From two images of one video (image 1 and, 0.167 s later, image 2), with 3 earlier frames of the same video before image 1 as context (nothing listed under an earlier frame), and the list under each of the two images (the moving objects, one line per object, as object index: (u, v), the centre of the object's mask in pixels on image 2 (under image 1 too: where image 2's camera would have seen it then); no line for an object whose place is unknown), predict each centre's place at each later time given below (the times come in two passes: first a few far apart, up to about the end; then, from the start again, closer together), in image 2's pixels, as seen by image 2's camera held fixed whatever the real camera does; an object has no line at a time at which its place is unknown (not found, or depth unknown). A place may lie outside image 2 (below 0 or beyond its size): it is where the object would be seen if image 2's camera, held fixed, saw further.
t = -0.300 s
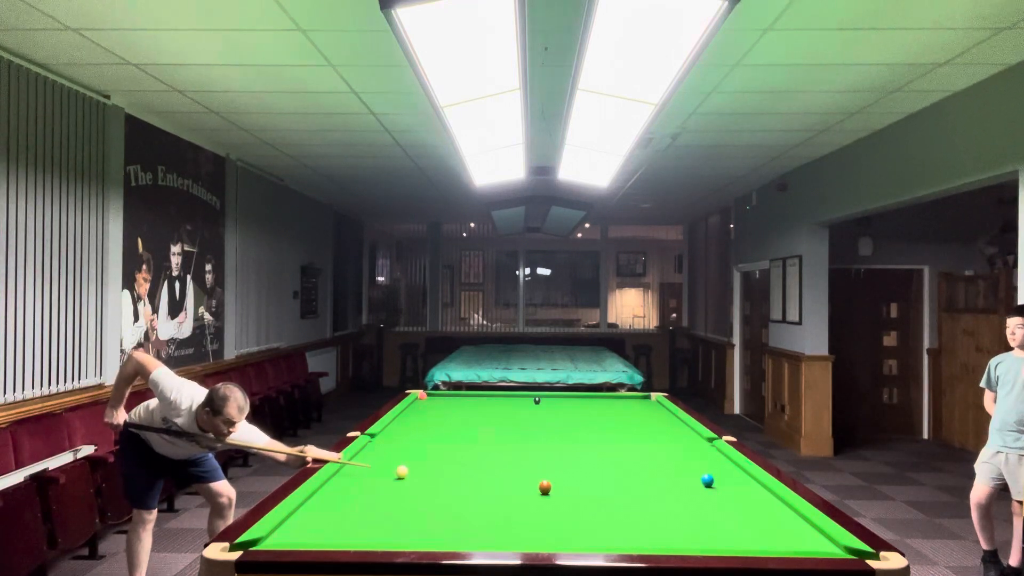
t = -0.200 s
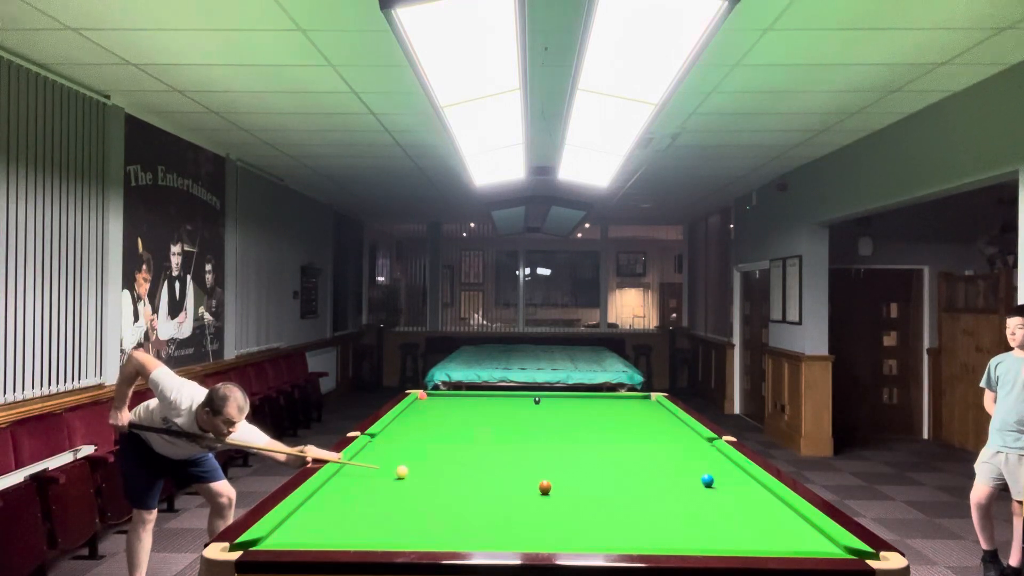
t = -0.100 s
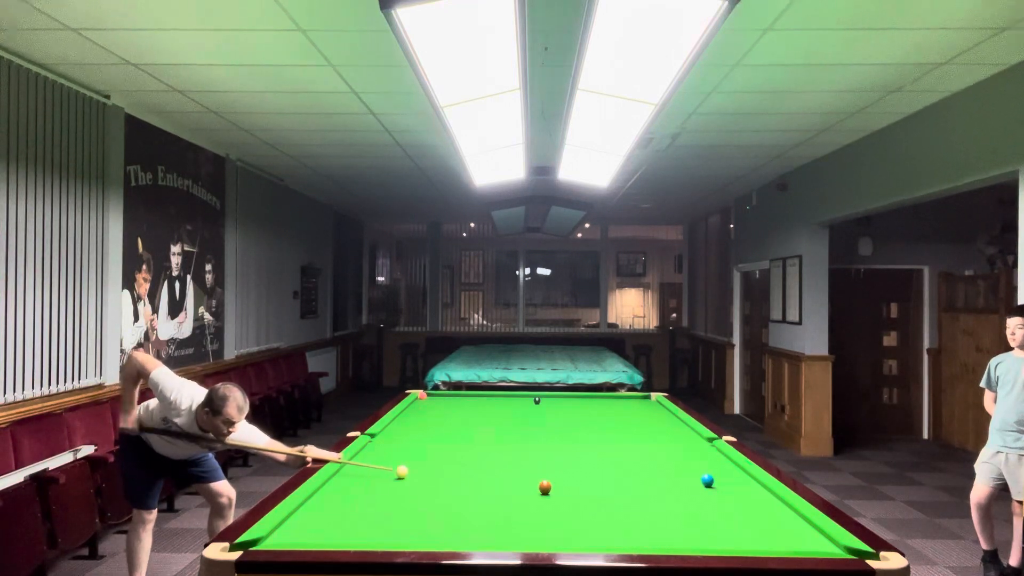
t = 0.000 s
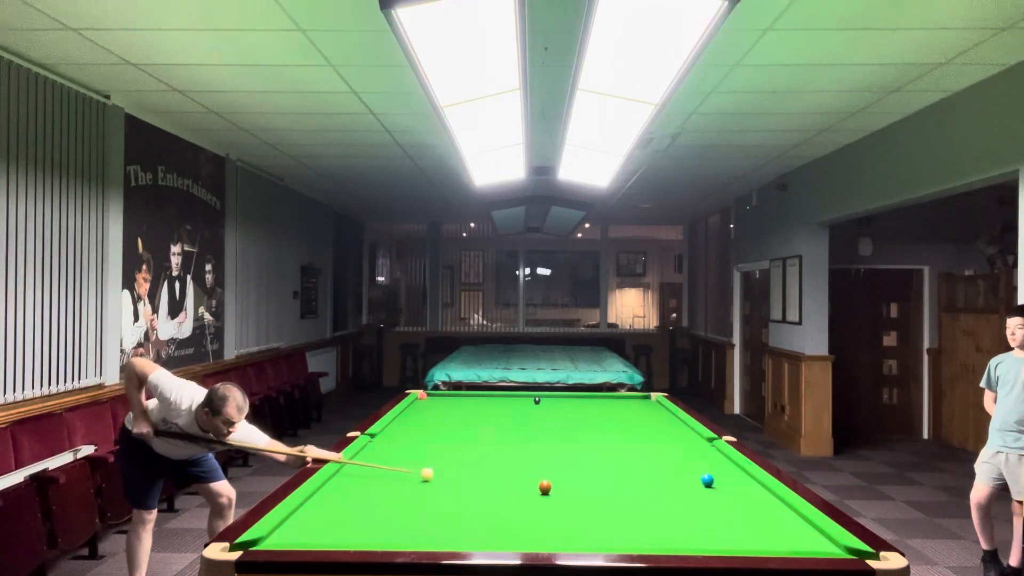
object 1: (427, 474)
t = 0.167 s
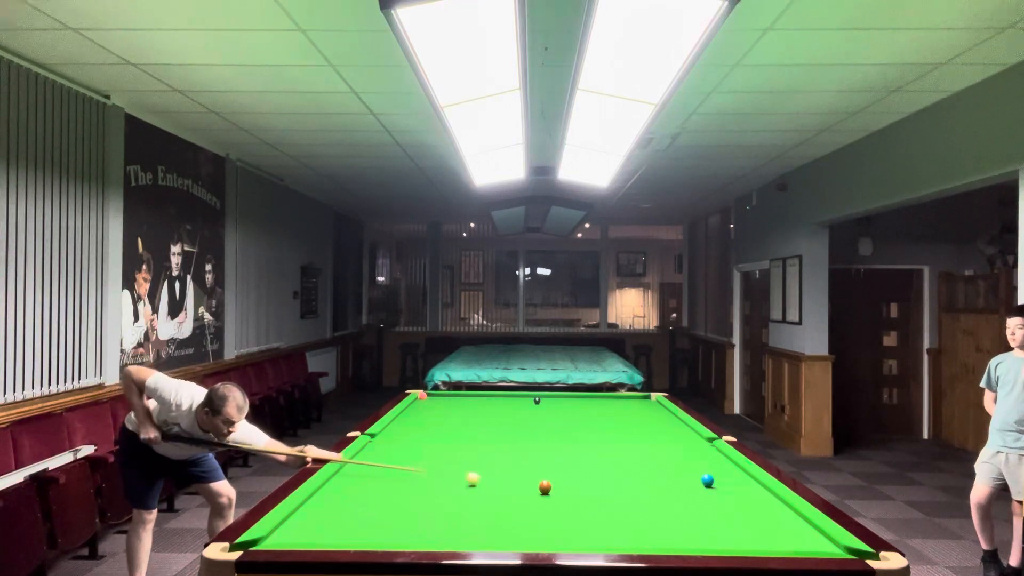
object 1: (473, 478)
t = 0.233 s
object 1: (490, 480)
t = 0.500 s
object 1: (544, 484)
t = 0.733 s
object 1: (569, 482)
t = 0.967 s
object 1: (592, 481)
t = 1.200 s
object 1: (614, 479)
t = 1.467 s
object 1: (637, 478)
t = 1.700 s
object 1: (656, 477)
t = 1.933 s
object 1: (673, 475)
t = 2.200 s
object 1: (691, 474)
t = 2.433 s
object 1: (706, 471)
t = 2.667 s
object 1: (720, 472)
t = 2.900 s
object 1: (732, 471)
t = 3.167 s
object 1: (738, 471)
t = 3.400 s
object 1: (731, 470)
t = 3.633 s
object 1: (725, 470)
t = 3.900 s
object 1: (721, 468)
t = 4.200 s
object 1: (712, 467)
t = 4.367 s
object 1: (714, 468)
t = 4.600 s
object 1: (712, 468)
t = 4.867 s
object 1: (711, 468)
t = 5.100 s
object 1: (711, 468)
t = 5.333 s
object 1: (711, 468)
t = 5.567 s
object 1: (711, 468)
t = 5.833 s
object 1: (711, 468)
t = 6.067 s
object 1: (711, 468)
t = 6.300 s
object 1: (711, 468)
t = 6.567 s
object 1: (711, 468)
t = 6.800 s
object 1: (711, 468)
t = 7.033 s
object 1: (711, 468)
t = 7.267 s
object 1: (711, 468)
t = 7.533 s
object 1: (711, 468)
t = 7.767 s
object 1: (711, 468)
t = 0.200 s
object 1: (482, 479)
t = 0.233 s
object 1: (490, 480)
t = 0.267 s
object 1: (499, 481)
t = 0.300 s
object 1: (509, 482)
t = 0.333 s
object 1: (518, 483)
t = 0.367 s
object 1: (527, 484)
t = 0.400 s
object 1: (535, 485)
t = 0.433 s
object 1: (537, 484)
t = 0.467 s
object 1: (541, 484)
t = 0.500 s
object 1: (544, 484)
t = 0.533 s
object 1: (547, 483)
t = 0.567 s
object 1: (551, 483)
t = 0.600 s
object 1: (554, 483)
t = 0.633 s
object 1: (558, 483)
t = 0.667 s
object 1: (562, 483)
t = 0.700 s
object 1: (565, 482)
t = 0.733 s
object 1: (569, 482)
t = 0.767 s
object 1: (572, 482)
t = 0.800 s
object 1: (575, 482)
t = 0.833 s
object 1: (579, 481)
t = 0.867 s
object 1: (582, 481)
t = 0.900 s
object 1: (585, 481)
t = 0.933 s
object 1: (589, 481)
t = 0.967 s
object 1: (592, 481)
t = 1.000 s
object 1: (595, 480)
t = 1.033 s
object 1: (599, 480)
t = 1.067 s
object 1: (601, 480)
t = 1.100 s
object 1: (605, 480)
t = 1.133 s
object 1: (608, 480)
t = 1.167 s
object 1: (611, 479)
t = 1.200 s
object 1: (614, 479)
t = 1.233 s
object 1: (617, 479)
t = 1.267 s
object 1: (620, 479)
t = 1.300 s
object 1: (623, 479)
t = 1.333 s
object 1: (626, 479)
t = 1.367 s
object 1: (629, 478)
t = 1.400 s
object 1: (631, 478)
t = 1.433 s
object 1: (634, 478)
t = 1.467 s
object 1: (637, 478)
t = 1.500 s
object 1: (640, 477)
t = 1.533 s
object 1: (642, 477)
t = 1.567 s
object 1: (645, 477)
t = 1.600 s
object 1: (648, 477)
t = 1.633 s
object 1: (651, 477)
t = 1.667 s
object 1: (653, 477)
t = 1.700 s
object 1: (656, 477)
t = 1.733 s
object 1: (658, 476)
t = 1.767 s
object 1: (661, 476)
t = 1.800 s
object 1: (663, 476)
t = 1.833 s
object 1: (666, 476)
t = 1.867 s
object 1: (668, 476)
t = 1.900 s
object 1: (671, 475)
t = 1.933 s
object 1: (673, 475)
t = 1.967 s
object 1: (676, 475)
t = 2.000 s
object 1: (678, 475)
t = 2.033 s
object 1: (680, 475)
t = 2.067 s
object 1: (683, 475)
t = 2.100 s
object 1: (685, 475)
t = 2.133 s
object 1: (687, 475)
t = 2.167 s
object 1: (689, 475)
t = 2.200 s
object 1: (691, 474)
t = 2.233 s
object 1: (694, 474)
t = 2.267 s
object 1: (696, 474)
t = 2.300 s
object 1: (697, 474)
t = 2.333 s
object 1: (699, 473)
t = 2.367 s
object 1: (701, 472)
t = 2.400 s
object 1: (703, 471)
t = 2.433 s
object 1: (706, 471)
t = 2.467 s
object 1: (708, 471)
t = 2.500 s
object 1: (711, 472)
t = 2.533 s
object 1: (713, 472)
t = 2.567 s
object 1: (714, 472)
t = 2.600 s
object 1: (716, 472)
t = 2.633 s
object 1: (718, 472)
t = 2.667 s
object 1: (720, 472)
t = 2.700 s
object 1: (722, 472)
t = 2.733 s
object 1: (723, 472)
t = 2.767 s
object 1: (725, 472)
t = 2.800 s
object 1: (727, 472)
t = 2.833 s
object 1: (728, 472)
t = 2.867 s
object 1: (731, 472)
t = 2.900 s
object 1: (732, 471)
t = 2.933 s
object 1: (733, 472)
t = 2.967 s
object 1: (735, 471)
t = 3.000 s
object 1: (737, 471)
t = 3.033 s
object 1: (739, 471)
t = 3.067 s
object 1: (740, 471)
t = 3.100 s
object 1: (740, 471)
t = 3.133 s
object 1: (740, 471)
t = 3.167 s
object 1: (738, 471)
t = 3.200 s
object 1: (737, 471)
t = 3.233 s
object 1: (736, 470)
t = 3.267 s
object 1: (735, 470)
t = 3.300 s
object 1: (734, 470)
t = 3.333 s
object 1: (733, 470)
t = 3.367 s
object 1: (732, 470)
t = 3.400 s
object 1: (731, 470)
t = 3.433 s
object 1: (730, 470)
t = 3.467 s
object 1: (729, 470)
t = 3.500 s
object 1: (729, 470)
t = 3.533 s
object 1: (728, 470)
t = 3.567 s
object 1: (727, 470)
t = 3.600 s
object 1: (727, 470)
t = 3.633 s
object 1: (725, 470)
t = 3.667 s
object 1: (724, 469)
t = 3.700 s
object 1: (724, 470)
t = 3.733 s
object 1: (723, 469)
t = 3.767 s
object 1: (722, 469)
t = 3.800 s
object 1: (721, 469)
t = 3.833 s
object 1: (721, 469)
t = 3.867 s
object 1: (721, 469)
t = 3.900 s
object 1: (721, 468)
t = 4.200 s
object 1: (712, 467)
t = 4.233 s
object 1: (714, 468)
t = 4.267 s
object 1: (714, 468)
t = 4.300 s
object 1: (714, 468)
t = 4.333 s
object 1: (714, 468)
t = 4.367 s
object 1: (714, 468)
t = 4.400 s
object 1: (714, 468)
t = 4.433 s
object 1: (713, 468)
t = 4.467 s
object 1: (713, 468)
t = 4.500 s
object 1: (713, 468)
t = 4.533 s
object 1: (712, 468)
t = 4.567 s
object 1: (712, 468)
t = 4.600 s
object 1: (712, 468)
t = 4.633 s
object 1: (711, 468)
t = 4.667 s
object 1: (711, 468)
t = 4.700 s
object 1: (711, 468)
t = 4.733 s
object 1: (711, 468)
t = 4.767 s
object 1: (711, 468)
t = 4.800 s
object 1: (711, 468)
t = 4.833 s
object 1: (711, 468)
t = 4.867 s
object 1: (711, 468)
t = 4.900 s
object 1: (711, 468)
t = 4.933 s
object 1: (711, 468)
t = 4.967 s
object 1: (711, 468)
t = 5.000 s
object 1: (711, 468)
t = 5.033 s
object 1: (711, 468)
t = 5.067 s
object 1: (711, 468)
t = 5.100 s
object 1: (711, 468)
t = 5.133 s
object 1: (711, 468)
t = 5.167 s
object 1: (711, 468)
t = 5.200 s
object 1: (711, 468)
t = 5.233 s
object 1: (711, 468)
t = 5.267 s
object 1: (711, 468)
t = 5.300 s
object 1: (711, 468)
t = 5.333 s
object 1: (711, 468)
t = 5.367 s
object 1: (711, 468)
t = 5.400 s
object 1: (711, 468)
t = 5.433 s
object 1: (711, 468)
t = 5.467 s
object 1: (711, 468)
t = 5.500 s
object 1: (711, 468)
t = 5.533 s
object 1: (711, 468)
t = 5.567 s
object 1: (711, 468)
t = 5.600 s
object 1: (711, 468)
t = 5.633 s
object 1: (711, 468)
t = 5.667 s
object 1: (711, 468)
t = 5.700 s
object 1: (711, 468)
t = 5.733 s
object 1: (711, 468)
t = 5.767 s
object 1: (711, 468)
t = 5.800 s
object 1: (711, 468)
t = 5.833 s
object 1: (711, 468)
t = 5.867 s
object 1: (711, 468)
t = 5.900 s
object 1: (711, 468)
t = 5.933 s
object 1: (711, 468)
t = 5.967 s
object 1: (711, 468)
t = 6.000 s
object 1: (711, 468)
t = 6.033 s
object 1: (711, 468)
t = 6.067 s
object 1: (711, 468)
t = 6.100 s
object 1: (711, 468)
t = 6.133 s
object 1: (711, 468)
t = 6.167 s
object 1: (711, 468)
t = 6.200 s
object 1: (711, 468)
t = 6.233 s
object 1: (711, 468)
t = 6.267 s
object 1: (711, 468)
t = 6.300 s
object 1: (711, 468)
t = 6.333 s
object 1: (711, 468)
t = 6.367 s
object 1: (711, 468)
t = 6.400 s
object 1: (711, 468)
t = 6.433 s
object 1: (711, 468)
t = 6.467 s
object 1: (711, 468)
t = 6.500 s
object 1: (711, 468)
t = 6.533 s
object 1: (711, 468)
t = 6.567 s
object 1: (711, 468)
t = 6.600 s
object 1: (711, 468)
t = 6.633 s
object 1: (711, 468)
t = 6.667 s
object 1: (711, 468)
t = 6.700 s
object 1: (711, 468)
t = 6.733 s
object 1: (711, 468)
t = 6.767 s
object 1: (711, 468)
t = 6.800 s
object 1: (711, 468)
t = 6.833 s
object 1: (711, 468)
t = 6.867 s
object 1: (711, 468)
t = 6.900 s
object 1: (711, 468)
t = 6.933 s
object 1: (711, 468)
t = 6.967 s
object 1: (711, 468)
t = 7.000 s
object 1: (711, 468)
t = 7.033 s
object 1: (711, 468)
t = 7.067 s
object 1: (711, 468)
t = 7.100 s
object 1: (711, 468)
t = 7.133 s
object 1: (711, 468)
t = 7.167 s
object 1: (711, 468)
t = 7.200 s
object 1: (711, 468)
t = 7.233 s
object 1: (711, 468)
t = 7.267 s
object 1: (711, 468)
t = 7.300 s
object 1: (711, 468)
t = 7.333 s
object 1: (711, 468)
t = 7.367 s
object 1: (711, 468)
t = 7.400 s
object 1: (711, 468)
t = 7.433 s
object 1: (711, 468)
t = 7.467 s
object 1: (711, 468)
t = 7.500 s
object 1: (711, 468)
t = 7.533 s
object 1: (711, 468)
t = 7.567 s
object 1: (711, 468)
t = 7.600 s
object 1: (711, 468)
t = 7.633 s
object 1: (711, 468)
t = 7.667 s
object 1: (711, 468)
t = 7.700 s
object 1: (711, 468)
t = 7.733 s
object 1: (711, 468)
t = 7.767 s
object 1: (711, 468)
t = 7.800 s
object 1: (711, 468)
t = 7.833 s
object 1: (711, 468)
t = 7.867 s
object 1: (711, 468)
